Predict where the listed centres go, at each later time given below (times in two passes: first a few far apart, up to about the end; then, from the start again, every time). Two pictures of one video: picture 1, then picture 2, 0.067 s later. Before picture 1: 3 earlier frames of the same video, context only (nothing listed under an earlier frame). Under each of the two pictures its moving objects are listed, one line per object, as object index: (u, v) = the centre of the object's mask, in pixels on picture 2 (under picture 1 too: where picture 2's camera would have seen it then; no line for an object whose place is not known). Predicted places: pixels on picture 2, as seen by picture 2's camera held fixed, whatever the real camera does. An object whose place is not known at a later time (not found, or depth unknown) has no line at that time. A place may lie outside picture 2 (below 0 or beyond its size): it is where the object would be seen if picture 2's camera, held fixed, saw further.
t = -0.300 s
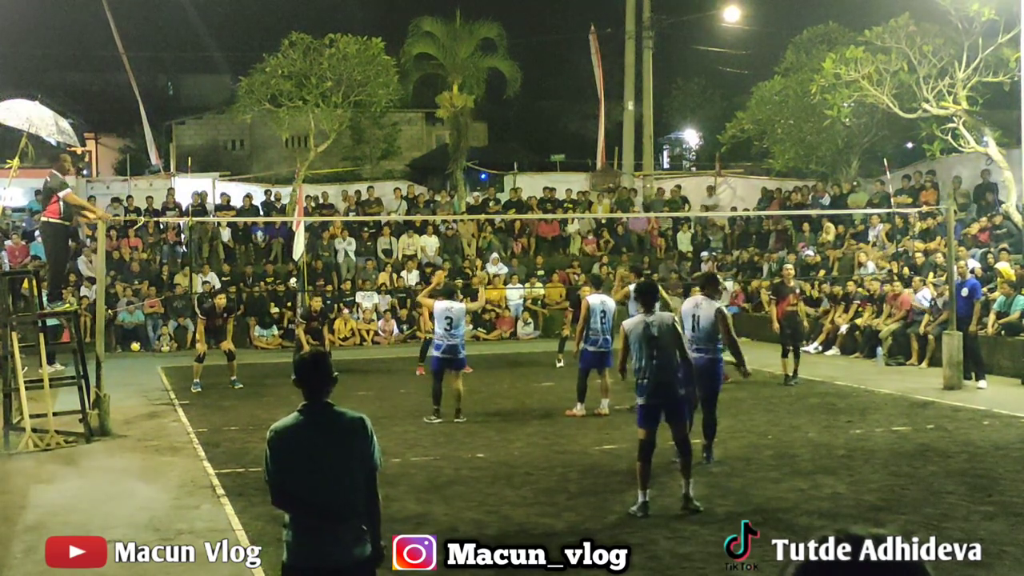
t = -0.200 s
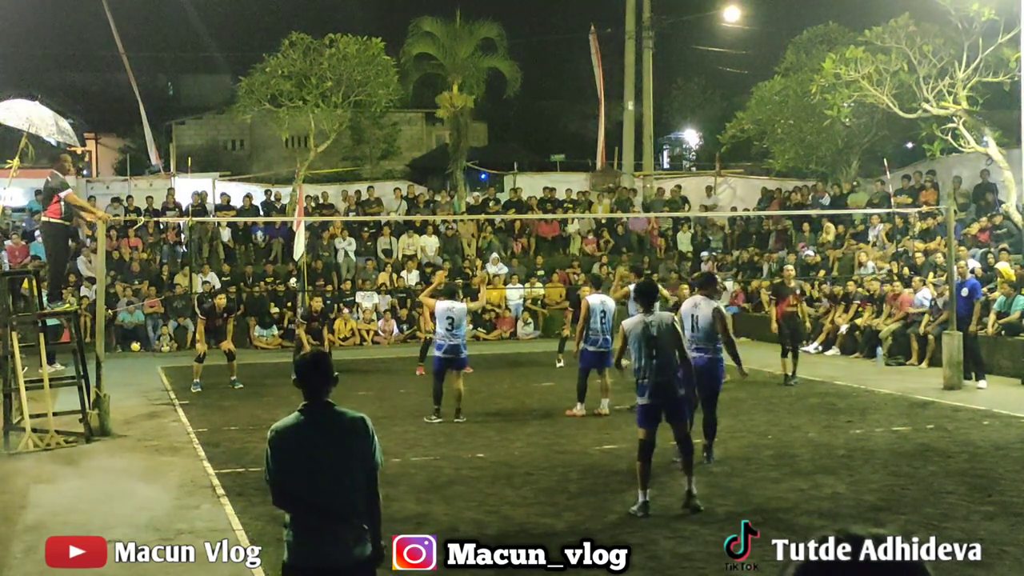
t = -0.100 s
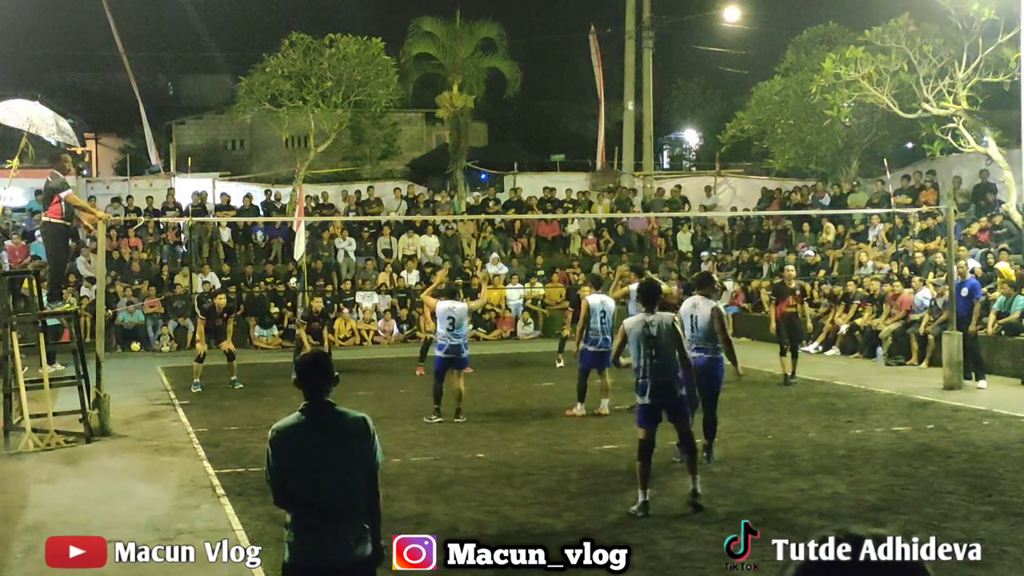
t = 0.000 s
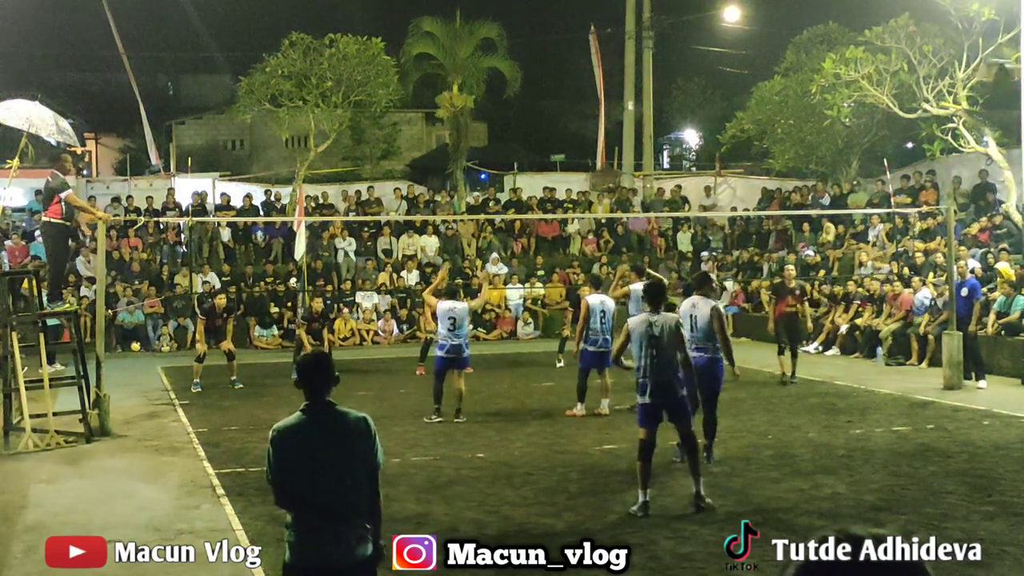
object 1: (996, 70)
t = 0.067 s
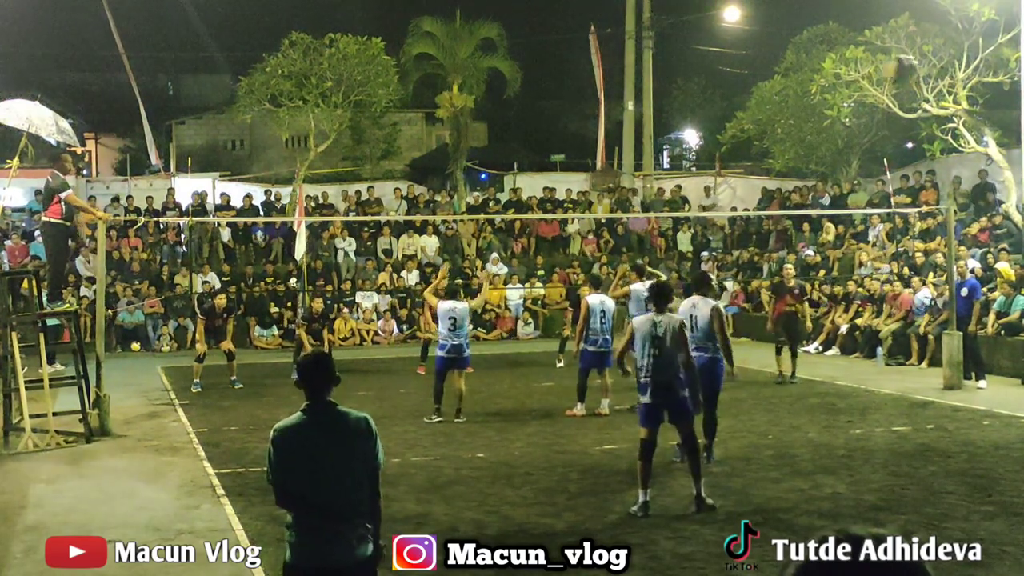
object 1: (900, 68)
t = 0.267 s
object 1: (689, 82)
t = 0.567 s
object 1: (506, 162)
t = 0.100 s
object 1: (852, 68)
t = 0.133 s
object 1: (816, 68)
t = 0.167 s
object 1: (779, 70)
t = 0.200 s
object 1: (747, 73)
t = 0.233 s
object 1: (717, 77)
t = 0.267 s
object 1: (689, 82)
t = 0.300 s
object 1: (664, 88)
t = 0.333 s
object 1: (639, 95)
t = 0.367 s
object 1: (616, 105)
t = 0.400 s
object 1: (595, 112)
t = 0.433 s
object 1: (575, 121)
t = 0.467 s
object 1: (556, 131)
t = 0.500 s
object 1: (539, 141)
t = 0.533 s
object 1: (522, 151)
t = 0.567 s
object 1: (506, 162)
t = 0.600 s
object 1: (491, 171)
